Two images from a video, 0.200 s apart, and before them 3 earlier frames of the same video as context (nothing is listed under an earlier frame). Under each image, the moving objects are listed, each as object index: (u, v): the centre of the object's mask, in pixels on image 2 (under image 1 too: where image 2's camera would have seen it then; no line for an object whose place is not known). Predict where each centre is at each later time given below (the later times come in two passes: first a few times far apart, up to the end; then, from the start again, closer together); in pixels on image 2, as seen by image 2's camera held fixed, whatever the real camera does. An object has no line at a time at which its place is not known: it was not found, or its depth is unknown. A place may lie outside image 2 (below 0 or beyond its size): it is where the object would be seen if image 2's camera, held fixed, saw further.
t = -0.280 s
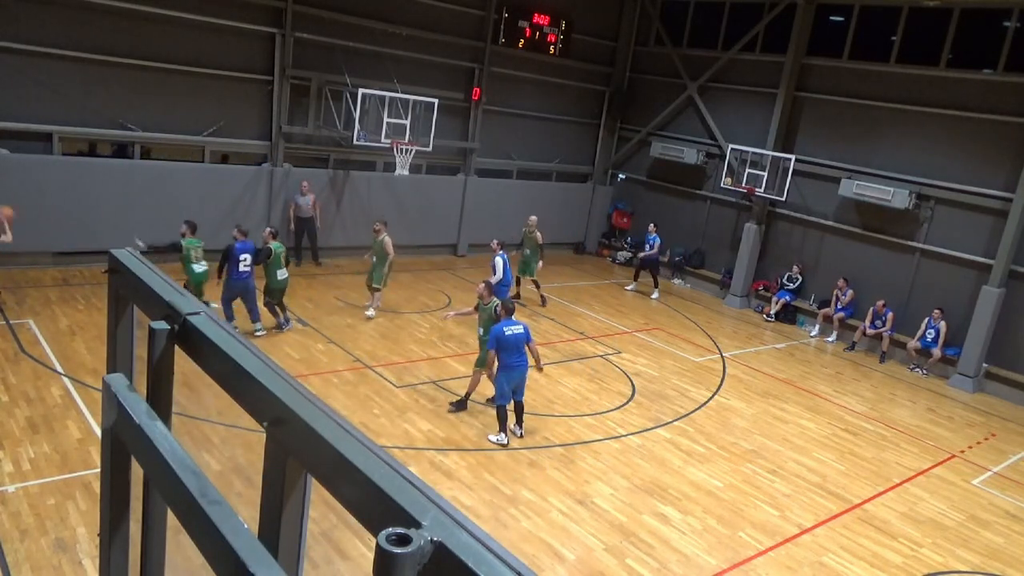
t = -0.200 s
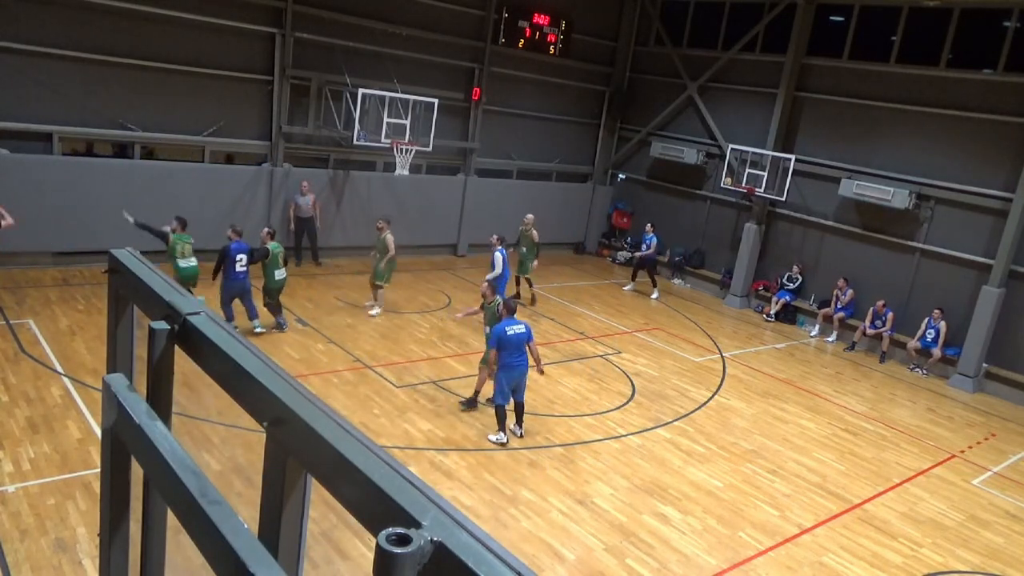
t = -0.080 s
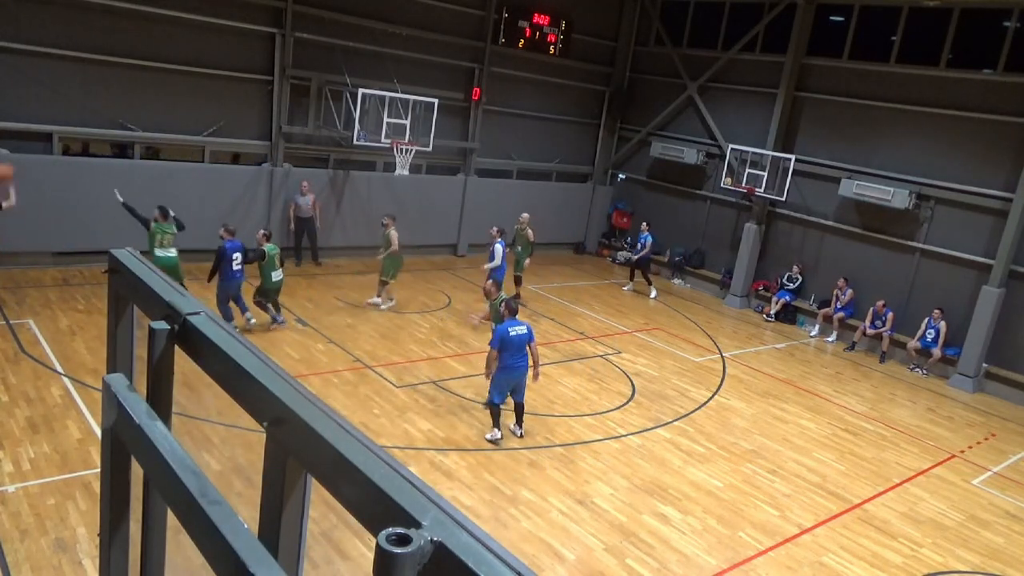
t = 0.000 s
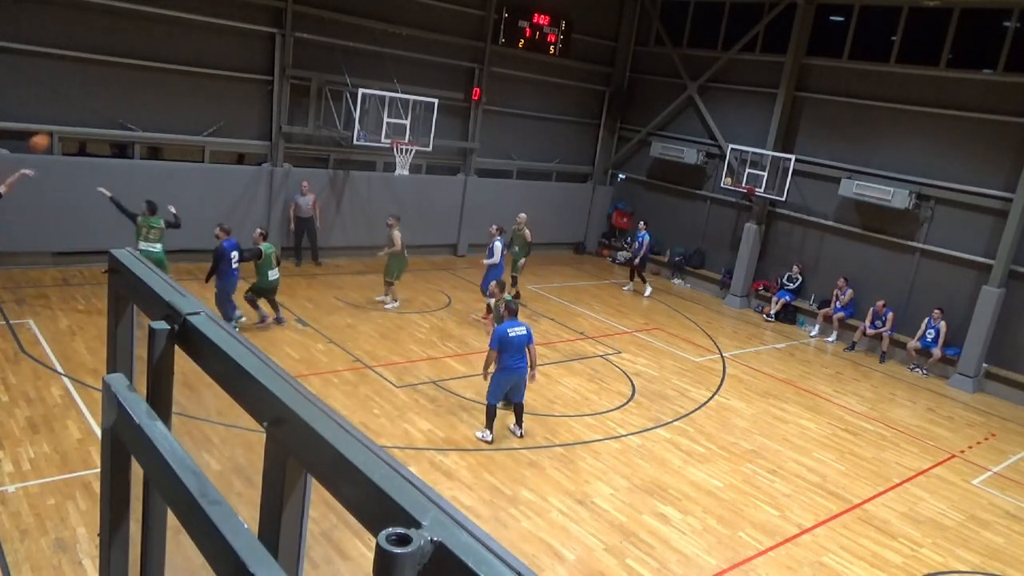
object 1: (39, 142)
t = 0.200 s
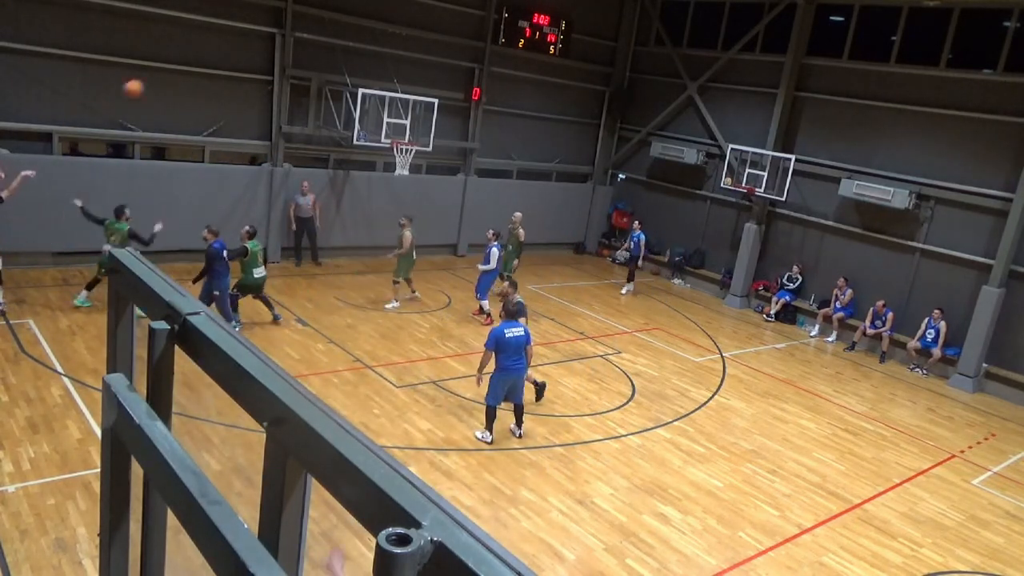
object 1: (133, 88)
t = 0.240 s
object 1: (151, 81)
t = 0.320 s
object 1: (184, 71)
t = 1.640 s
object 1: (450, 146)
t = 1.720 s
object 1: (453, 159)
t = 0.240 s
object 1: (151, 81)
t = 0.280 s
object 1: (168, 75)
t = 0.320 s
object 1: (184, 71)
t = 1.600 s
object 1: (449, 140)
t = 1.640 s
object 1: (450, 146)
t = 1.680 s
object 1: (452, 153)
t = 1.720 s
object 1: (453, 159)
